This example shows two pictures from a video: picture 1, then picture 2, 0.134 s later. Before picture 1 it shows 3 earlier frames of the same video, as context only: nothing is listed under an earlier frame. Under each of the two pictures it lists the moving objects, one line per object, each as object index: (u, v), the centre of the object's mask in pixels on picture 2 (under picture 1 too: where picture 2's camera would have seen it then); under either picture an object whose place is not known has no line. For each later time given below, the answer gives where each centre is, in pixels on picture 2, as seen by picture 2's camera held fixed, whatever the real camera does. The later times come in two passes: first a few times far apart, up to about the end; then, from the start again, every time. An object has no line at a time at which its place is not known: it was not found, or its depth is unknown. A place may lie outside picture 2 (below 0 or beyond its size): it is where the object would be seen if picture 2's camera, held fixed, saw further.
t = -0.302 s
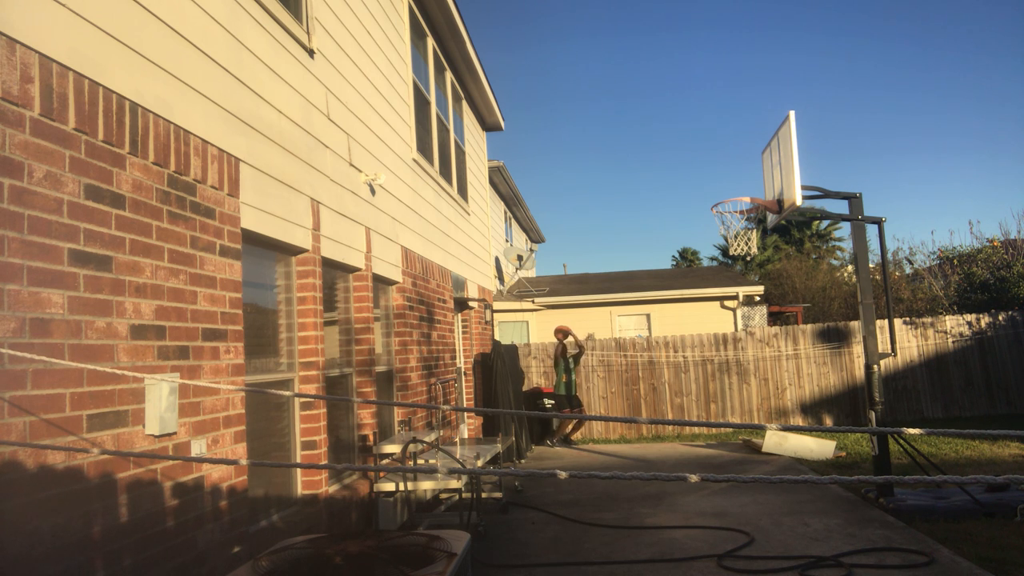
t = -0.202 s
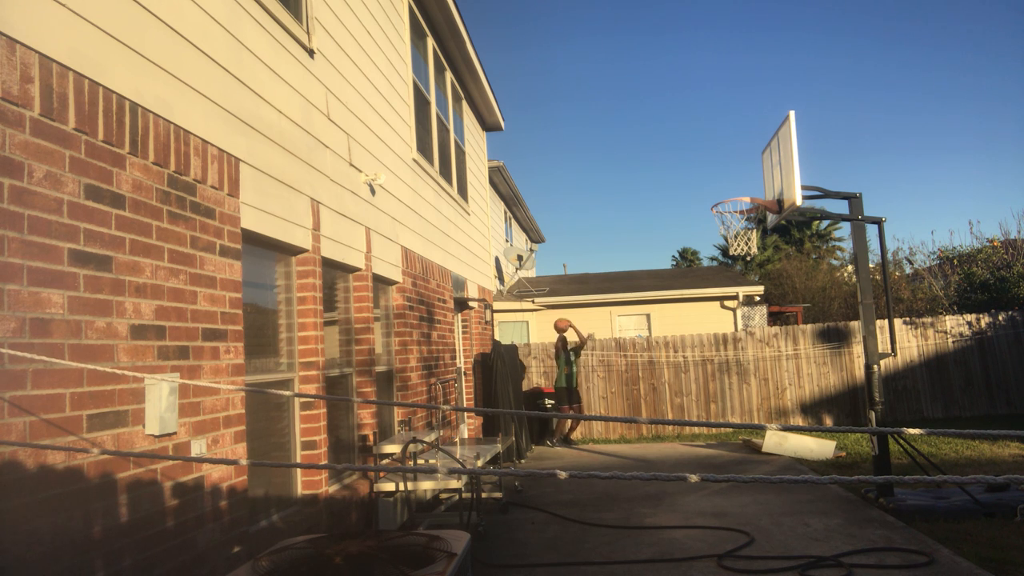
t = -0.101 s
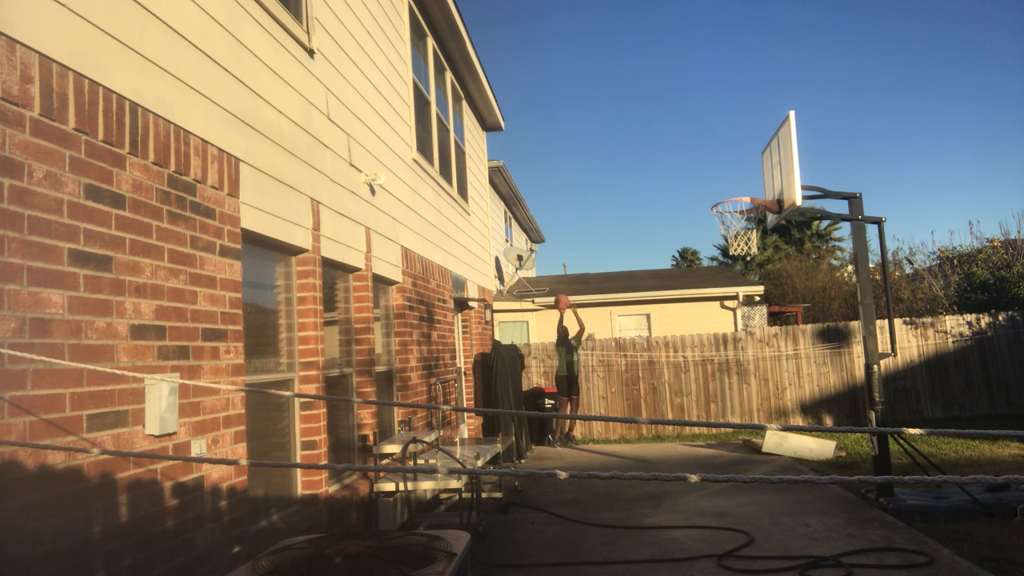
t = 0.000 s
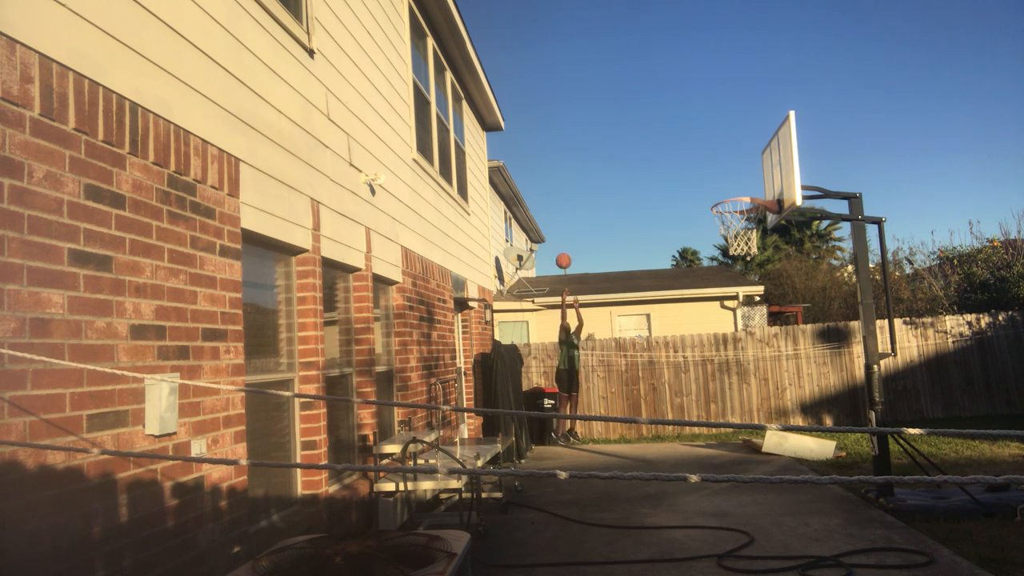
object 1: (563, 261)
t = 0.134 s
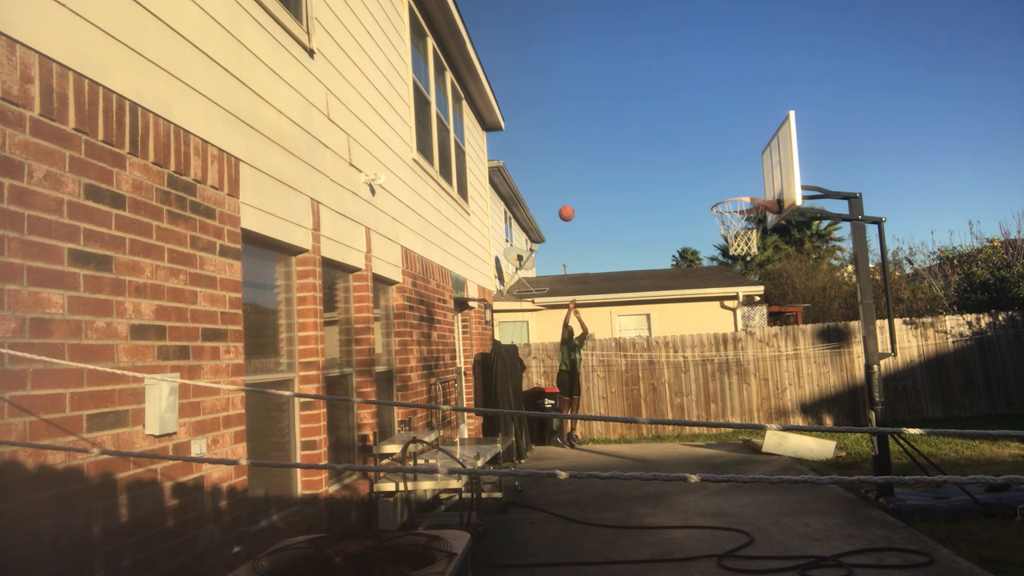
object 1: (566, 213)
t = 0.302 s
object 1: (572, 168)
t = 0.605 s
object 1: (585, 131)
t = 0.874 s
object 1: (601, 150)
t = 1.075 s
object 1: (617, 203)
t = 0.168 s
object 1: (567, 203)
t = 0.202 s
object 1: (568, 193)
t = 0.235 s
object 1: (569, 184)
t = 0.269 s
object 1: (570, 176)
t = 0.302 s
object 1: (572, 168)
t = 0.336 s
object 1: (573, 161)
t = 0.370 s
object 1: (574, 155)
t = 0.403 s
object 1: (576, 150)
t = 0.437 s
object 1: (577, 145)
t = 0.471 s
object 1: (578, 140)
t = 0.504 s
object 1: (580, 137)
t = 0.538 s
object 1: (581, 134)
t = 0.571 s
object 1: (583, 132)
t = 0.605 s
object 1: (585, 131)
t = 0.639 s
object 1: (587, 131)
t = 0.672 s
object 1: (589, 131)
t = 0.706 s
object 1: (590, 132)
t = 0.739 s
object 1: (592, 134)
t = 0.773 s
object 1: (595, 137)
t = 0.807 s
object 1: (597, 141)
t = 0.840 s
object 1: (599, 145)
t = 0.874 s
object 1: (601, 150)
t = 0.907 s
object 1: (604, 157)
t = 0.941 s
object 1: (606, 164)
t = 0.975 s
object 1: (609, 172)
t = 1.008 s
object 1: (612, 182)
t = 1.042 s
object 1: (615, 192)
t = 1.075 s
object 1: (617, 203)
